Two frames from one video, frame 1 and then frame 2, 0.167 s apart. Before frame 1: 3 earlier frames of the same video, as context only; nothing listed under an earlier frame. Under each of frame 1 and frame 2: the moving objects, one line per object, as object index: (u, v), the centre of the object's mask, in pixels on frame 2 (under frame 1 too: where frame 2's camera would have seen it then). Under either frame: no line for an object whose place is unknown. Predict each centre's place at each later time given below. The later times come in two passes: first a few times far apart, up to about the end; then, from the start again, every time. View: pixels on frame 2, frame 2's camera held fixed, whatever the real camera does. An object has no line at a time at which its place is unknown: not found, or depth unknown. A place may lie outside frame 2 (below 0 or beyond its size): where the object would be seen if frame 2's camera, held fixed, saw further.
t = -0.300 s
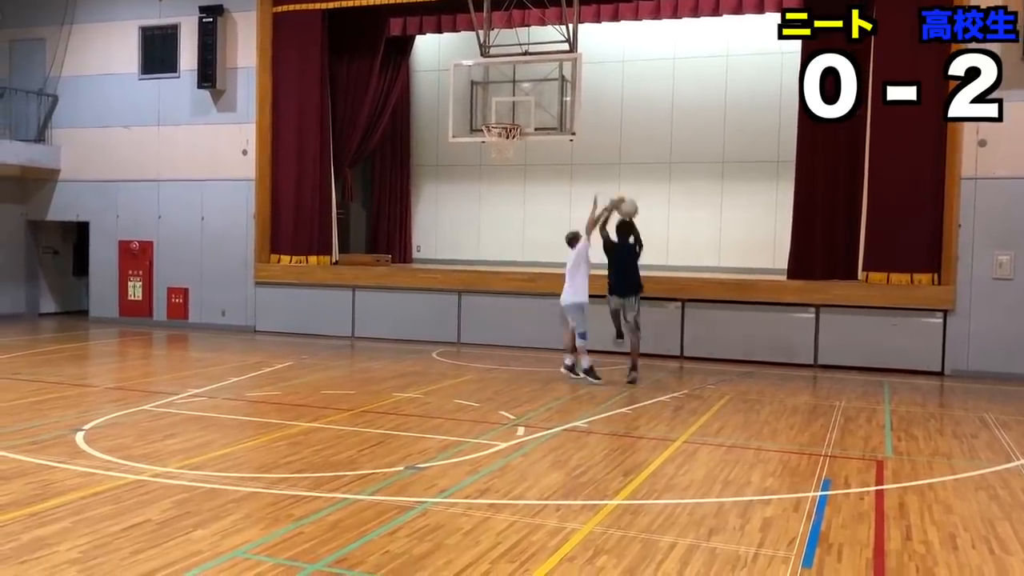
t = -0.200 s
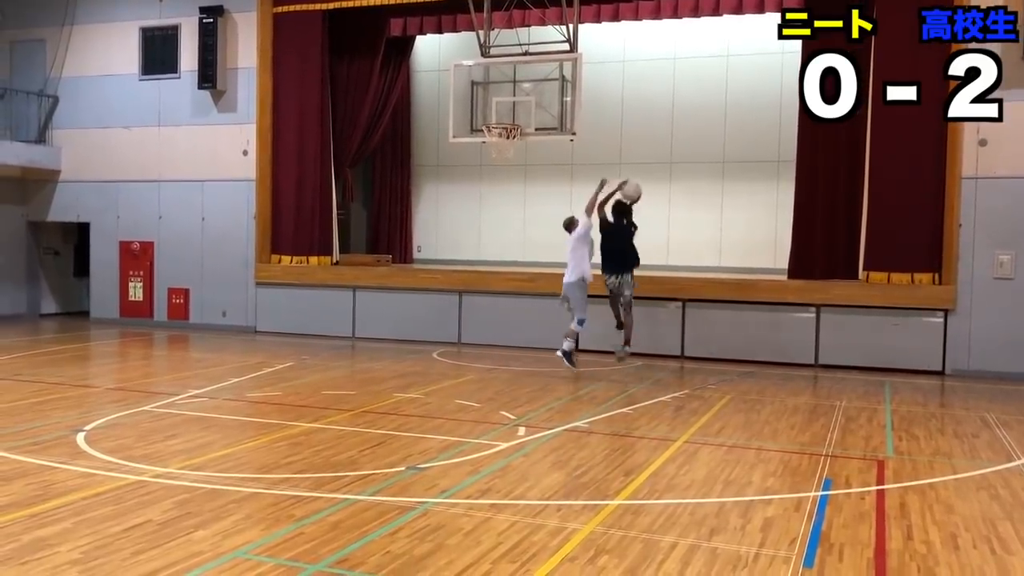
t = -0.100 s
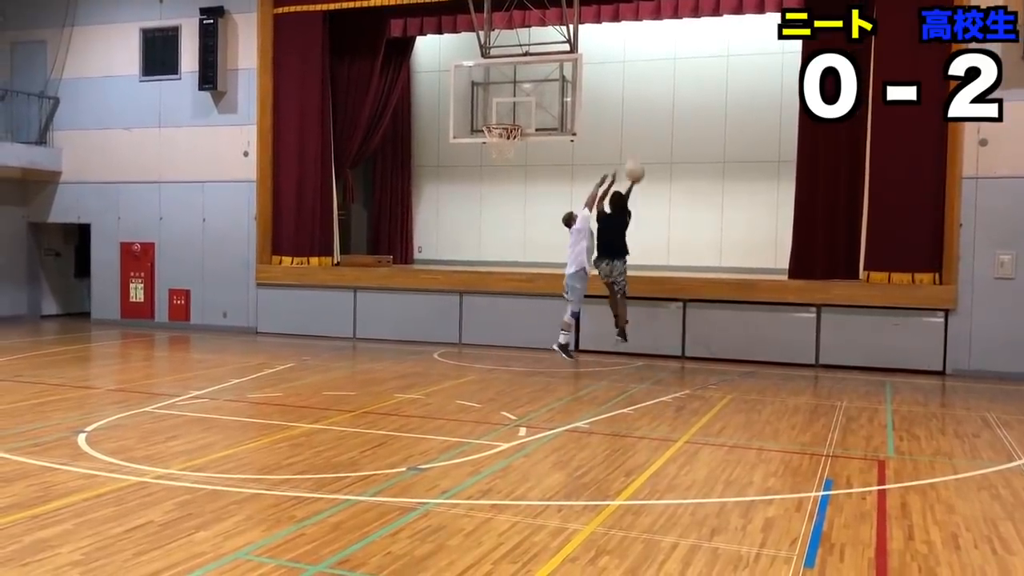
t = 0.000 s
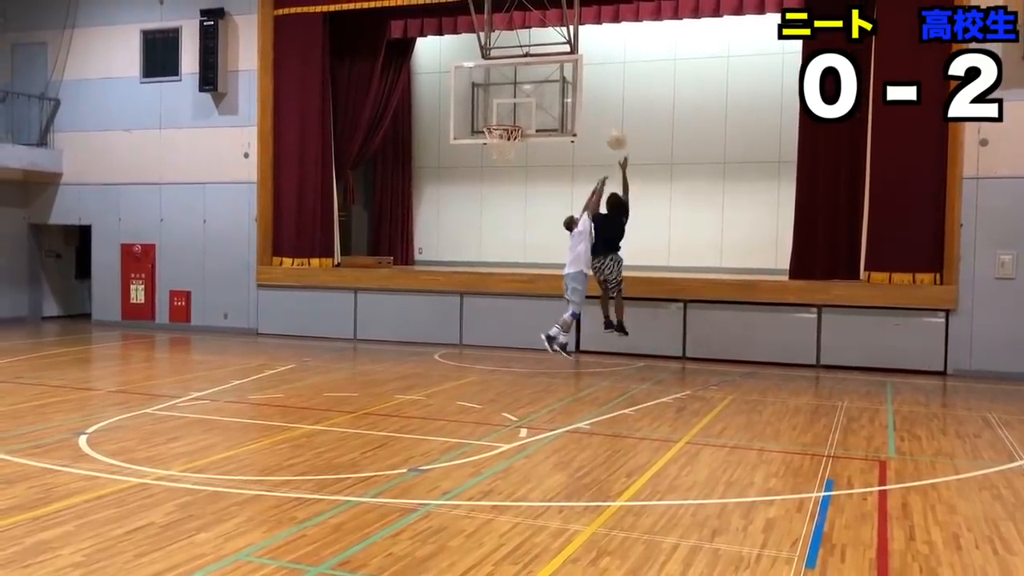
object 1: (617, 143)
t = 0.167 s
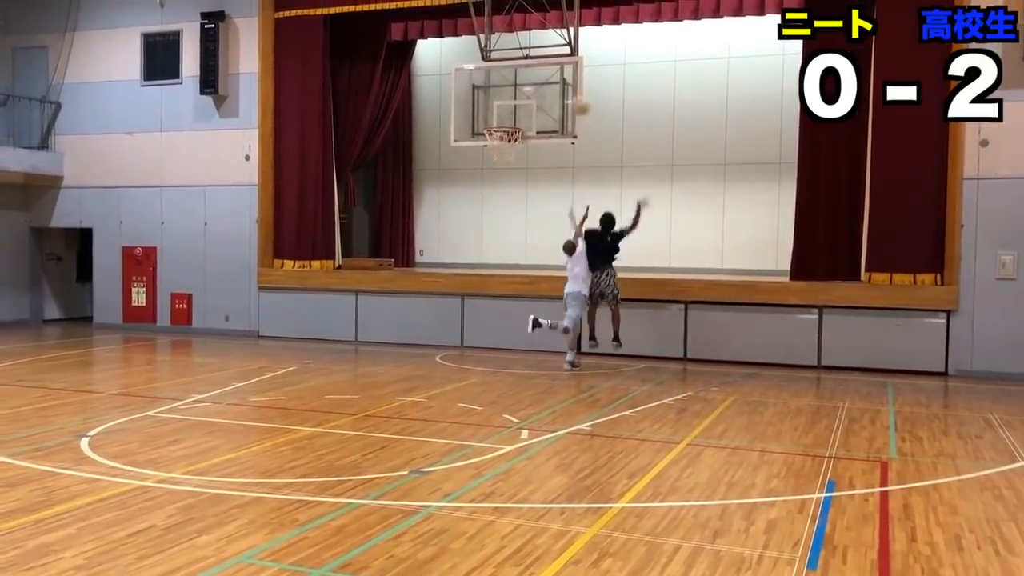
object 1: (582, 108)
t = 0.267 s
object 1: (559, 96)
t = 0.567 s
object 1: (513, 112)
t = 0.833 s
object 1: (493, 154)
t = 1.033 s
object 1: (499, 190)
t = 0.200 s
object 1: (573, 101)
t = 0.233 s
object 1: (567, 98)
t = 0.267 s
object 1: (559, 96)
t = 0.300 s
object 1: (553, 95)
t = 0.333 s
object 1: (547, 95)
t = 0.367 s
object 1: (543, 95)
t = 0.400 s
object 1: (536, 94)
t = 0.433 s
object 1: (533, 97)
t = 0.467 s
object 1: (528, 98)
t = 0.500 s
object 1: (523, 103)
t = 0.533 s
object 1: (518, 107)
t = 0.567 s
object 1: (513, 112)
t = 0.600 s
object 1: (507, 116)
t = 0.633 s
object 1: (502, 121)
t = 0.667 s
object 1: (495, 133)
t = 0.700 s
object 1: (492, 142)
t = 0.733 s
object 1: (492, 145)
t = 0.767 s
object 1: (492, 147)
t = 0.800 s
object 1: (493, 151)
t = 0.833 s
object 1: (493, 154)
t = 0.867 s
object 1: (493, 159)
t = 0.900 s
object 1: (494, 161)
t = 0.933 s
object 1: (496, 167)
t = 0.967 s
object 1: (497, 174)
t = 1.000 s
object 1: (498, 183)
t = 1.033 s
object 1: (499, 190)
